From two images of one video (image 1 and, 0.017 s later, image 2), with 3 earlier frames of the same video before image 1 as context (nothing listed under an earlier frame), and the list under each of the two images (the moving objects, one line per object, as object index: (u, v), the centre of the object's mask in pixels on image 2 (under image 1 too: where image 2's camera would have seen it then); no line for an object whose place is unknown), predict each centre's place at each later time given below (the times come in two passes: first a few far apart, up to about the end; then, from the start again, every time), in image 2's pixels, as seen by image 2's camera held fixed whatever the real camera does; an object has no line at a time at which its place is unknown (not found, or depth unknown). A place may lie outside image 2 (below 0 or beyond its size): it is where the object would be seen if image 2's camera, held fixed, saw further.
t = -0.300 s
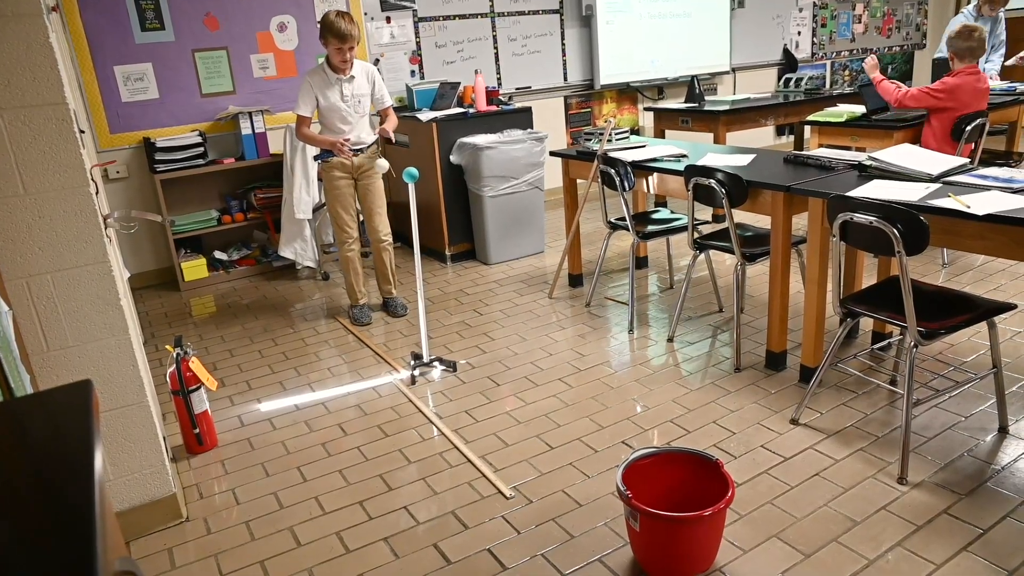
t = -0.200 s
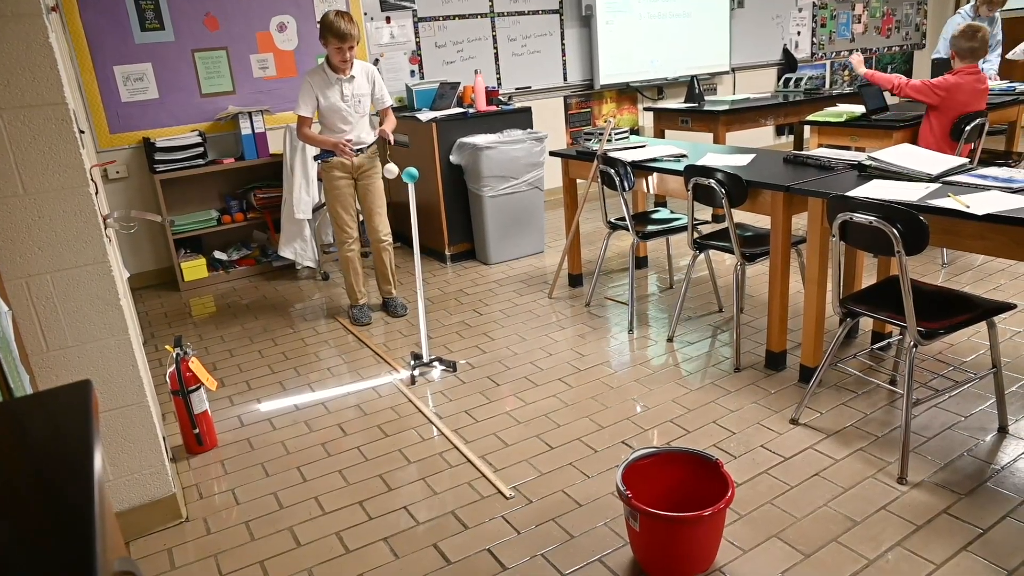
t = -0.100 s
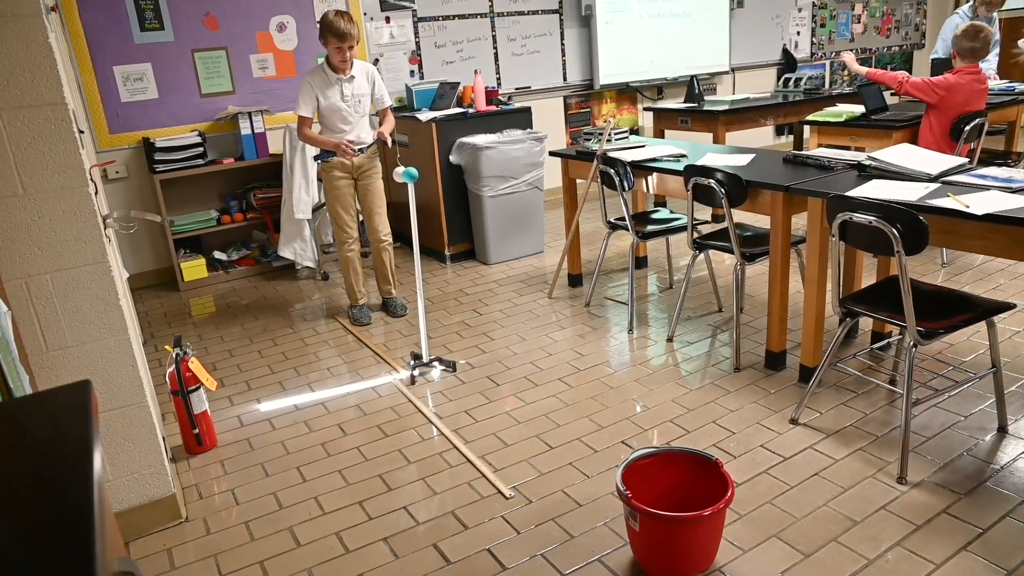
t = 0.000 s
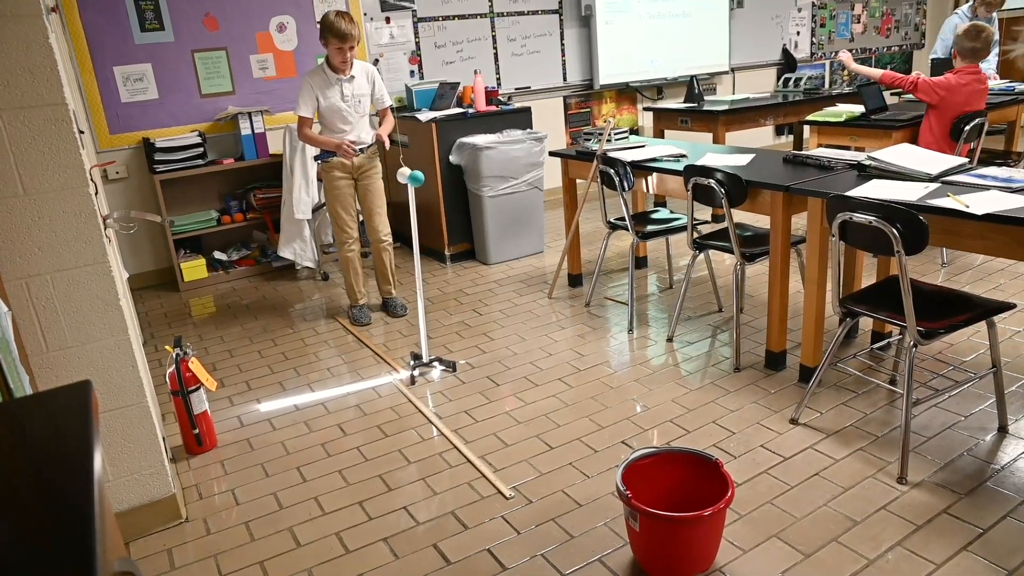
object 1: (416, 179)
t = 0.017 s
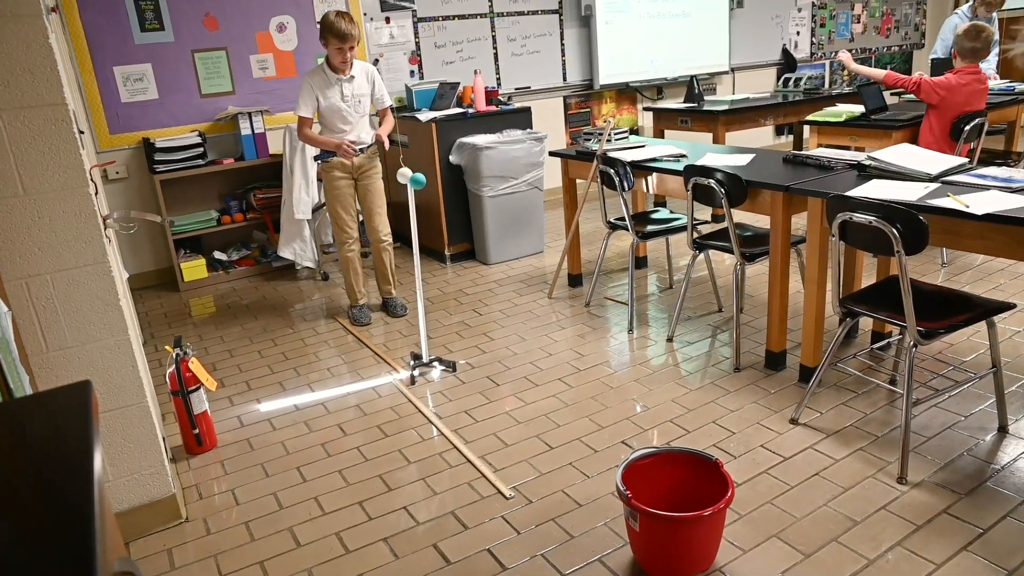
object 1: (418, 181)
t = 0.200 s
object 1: (443, 256)
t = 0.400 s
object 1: (474, 369)
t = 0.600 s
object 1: (485, 261)
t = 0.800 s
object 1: (509, 245)
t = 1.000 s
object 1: (546, 347)
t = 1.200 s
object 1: (581, 383)
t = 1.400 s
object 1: (616, 310)
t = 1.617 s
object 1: (668, 376)
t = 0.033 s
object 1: (419, 184)
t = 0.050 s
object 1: (421, 188)
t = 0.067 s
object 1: (423, 193)
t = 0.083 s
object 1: (426, 198)
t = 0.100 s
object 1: (427, 205)
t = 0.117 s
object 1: (430, 212)
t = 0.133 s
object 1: (432, 219)
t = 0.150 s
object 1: (435, 228)
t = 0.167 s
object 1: (437, 237)
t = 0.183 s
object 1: (440, 246)
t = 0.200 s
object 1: (443, 256)
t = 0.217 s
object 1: (446, 267)
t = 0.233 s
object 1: (449, 280)
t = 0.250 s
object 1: (452, 292)
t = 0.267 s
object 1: (454, 306)
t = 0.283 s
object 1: (458, 319)
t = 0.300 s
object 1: (461, 334)
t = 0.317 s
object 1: (464, 349)
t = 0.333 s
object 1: (468, 366)
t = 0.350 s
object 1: (471, 381)
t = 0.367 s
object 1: (474, 393)
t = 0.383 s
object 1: (474, 381)
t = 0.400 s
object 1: (474, 369)
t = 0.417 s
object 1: (475, 356)
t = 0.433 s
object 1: (476, 344)
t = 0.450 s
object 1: (477, 333)
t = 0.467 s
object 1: (477, 323)
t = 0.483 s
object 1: (478, 313)
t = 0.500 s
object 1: (478, 308)
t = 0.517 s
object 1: (479, 298)
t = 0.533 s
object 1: (480, 289)
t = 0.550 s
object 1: (481, 281)
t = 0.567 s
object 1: (482, 274)
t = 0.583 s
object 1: (484, 267)
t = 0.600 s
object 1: (485, 261)
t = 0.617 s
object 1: (486, 255)
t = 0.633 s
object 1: (488, 250)
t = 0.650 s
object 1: (490, 246)
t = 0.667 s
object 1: (491, 243)
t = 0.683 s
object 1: (493, 240)
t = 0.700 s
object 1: (495, 238)
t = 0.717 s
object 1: (497, 238)
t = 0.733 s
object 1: (499, 237)
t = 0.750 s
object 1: (502, 238)
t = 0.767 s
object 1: (504, 239)
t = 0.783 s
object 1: (506, 242)
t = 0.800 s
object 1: (509, 245)
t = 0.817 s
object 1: (512, 249)
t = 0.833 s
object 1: (514, 253)
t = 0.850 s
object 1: (517, 259)
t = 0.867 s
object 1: (520, 266)
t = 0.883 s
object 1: (523, 273)
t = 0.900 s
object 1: (526, 281)
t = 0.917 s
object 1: (529, 290)
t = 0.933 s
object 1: (533, 300)
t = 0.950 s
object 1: (536, 311)
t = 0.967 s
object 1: (539, 322)
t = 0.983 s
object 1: (543, 334)
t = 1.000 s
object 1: (546, 347)
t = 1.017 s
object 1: (549, 361)
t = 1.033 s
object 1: (553, 375)
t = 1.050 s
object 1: (557, 390)
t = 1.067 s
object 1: (560, 406)
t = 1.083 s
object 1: (564, 423)
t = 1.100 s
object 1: (567, 440)
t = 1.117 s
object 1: (570, 440)
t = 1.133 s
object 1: (572, 427)
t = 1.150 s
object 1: (574, 416)
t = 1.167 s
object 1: (577, 404)
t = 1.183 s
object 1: (579, 394)
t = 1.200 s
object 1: (581, 383)
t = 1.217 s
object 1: (584, 373)
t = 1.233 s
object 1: (586, 364)
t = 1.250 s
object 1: (589, 354)
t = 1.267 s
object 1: (591, 347)
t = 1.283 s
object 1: (595, 340)
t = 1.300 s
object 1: (597, 333)
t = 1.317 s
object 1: (601, 327)
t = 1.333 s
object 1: (604, 322)
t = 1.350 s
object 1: (607, 318)
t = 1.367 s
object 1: (610, 315)
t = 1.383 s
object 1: (613, 312)
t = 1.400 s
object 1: (616, 310)
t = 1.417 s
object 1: (620, 309)
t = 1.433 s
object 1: (624, 310)
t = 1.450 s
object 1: (628, 311)
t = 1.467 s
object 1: (632, 313)
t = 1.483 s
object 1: (636, 316)
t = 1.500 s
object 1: (640, 320)
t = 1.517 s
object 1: (644, 325)
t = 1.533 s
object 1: (648, 331)
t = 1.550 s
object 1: (652, 338)
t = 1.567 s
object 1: (656, 346)
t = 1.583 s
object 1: (660, 355)
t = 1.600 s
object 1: (664, 366)
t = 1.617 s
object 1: (668, 376)
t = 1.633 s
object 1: (673, 388)
